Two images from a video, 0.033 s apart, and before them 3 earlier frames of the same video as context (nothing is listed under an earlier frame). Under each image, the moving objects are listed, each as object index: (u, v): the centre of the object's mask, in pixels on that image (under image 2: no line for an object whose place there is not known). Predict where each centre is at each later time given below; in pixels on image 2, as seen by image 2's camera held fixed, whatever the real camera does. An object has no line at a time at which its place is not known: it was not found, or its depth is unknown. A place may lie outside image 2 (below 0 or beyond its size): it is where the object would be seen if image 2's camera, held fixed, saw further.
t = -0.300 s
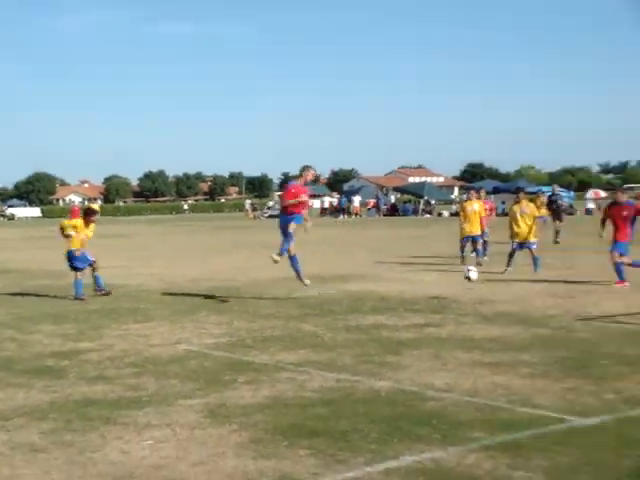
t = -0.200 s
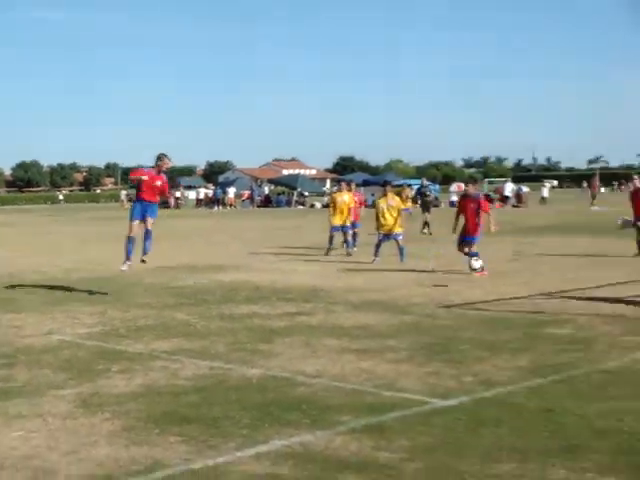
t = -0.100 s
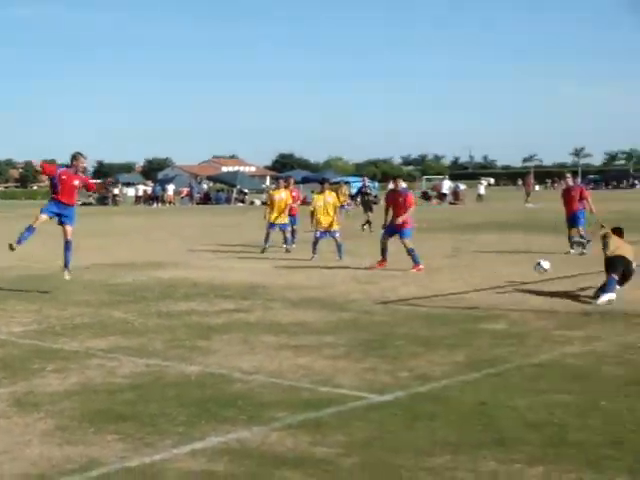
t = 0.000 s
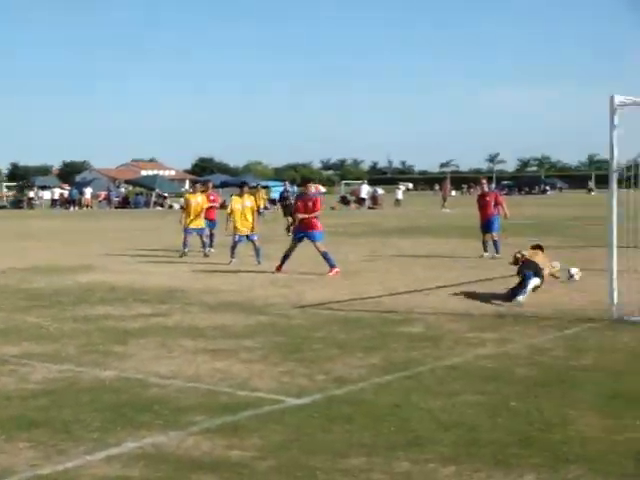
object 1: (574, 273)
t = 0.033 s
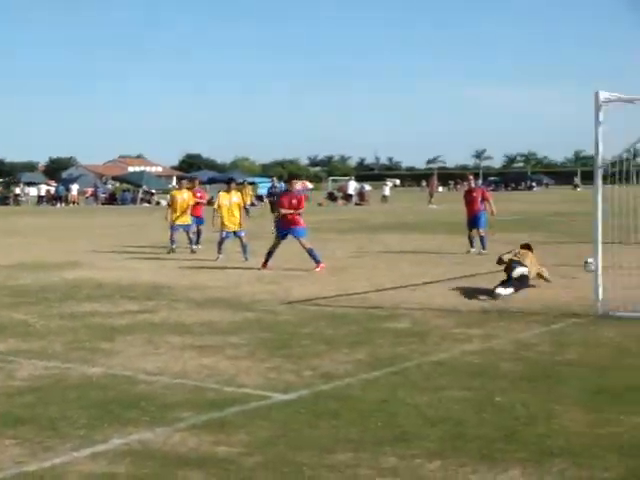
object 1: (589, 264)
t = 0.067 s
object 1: (622, 261)
